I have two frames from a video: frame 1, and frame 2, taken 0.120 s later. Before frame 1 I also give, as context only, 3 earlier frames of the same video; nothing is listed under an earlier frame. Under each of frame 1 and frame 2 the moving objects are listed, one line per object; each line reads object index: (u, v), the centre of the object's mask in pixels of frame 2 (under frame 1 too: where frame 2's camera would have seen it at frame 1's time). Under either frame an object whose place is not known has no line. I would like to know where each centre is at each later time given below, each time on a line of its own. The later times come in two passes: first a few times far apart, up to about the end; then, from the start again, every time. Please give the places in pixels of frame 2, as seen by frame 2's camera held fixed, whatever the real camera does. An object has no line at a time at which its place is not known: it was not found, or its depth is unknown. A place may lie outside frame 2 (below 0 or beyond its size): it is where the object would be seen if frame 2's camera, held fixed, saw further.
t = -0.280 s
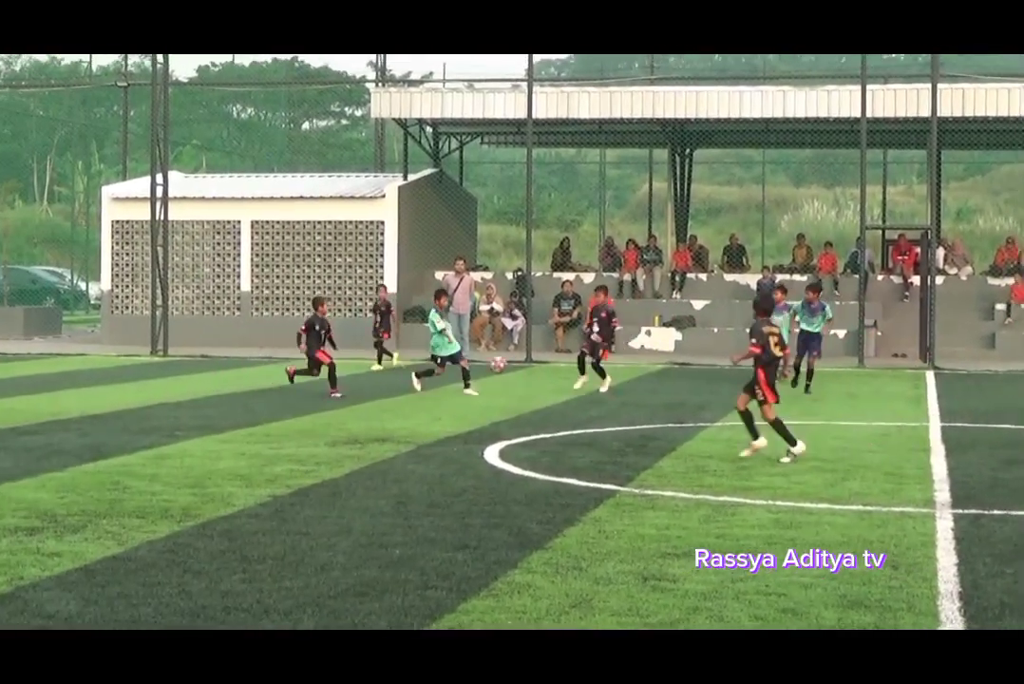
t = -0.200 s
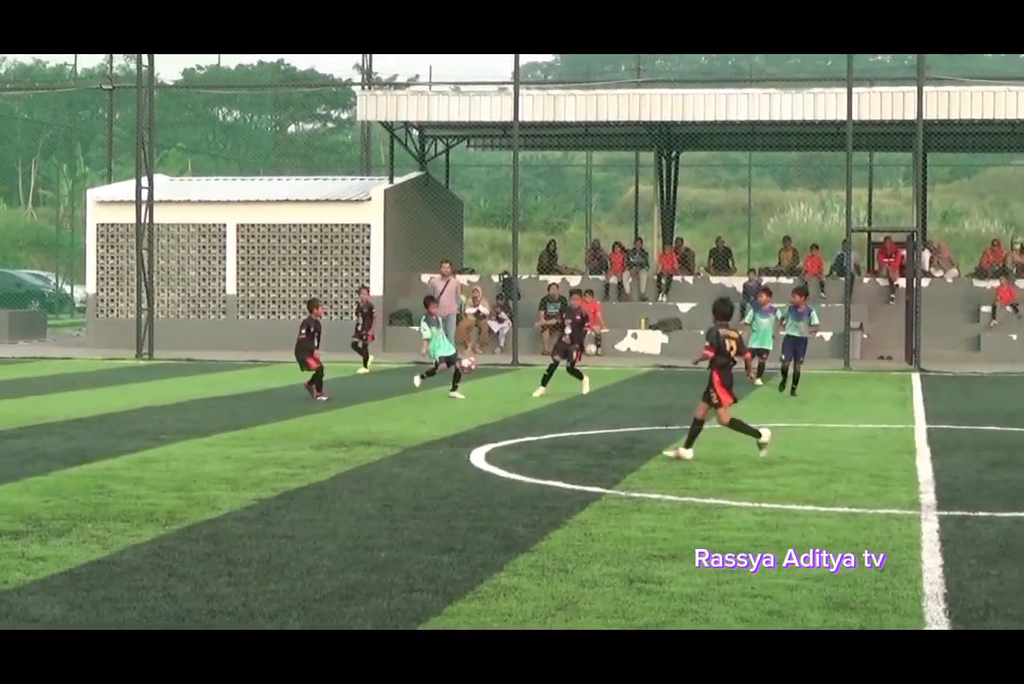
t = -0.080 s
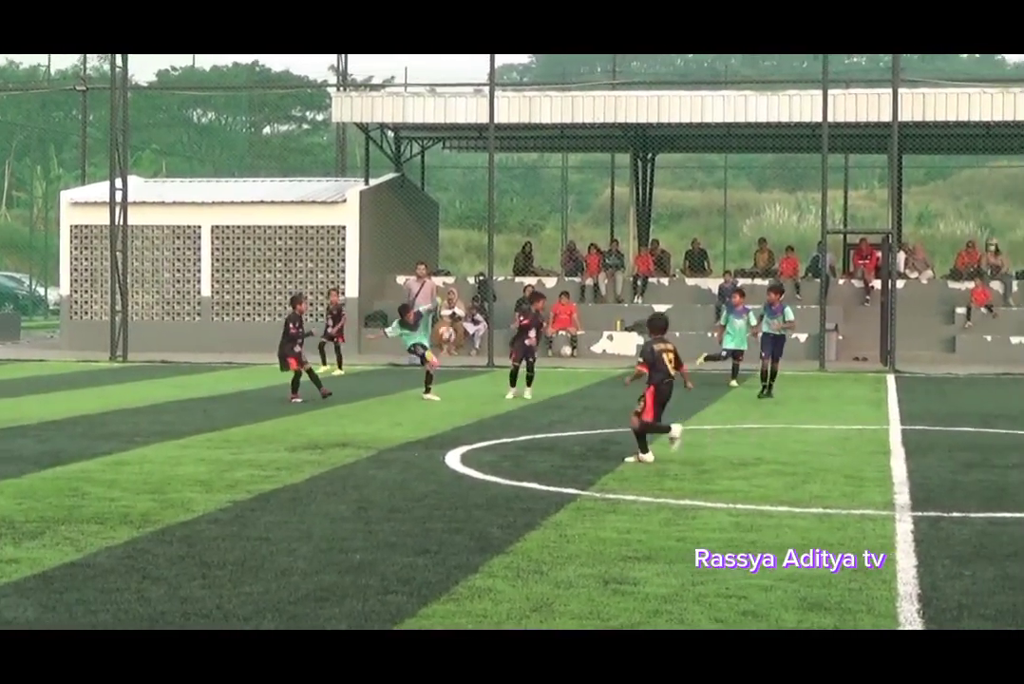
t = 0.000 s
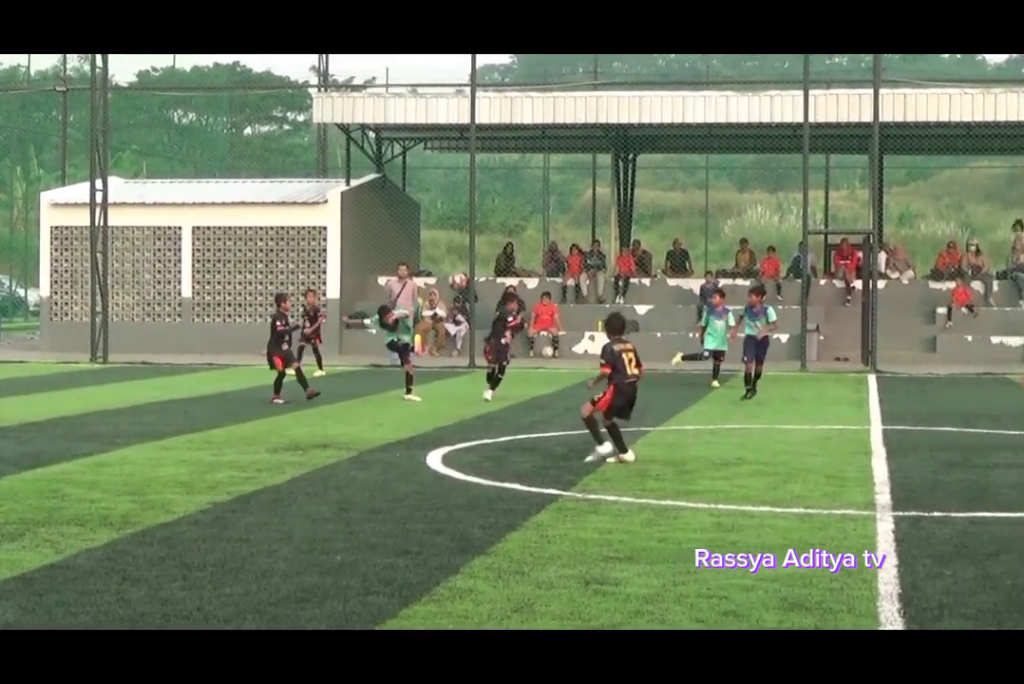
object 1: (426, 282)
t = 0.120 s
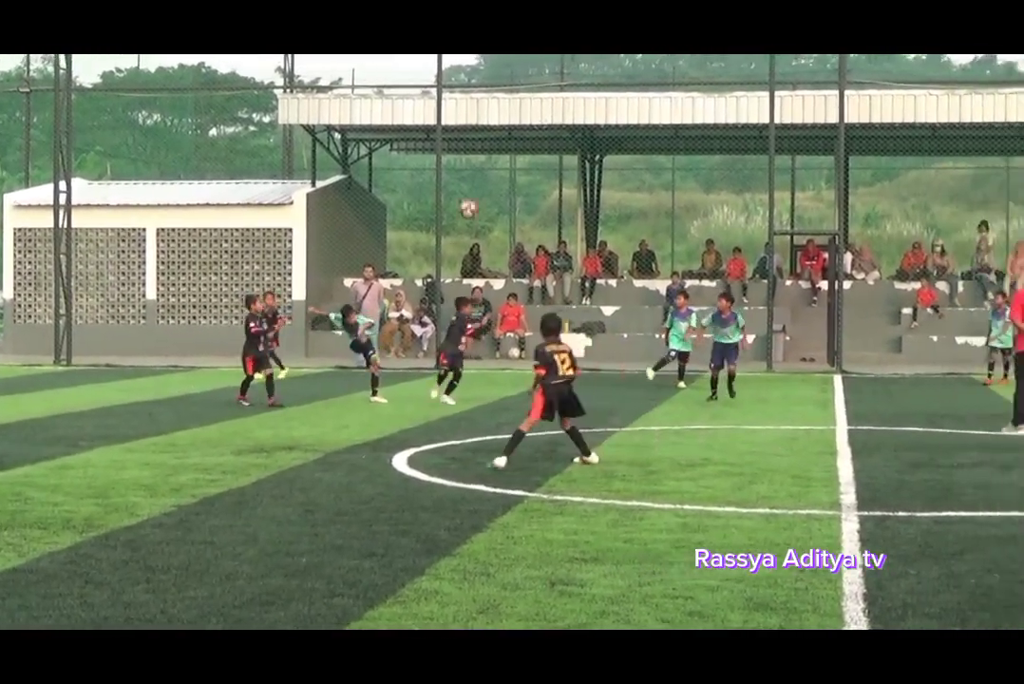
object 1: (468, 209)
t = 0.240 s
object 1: (513, 147)
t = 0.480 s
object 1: (604, 60)
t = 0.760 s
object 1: (717, 20)
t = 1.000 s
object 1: (821, 45)
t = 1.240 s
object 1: (926, 129)
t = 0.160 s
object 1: (483, 187)
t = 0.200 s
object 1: (498, 167)
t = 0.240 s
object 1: (513, 147)
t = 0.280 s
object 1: (527, 130)
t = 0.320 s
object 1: (542, 115)
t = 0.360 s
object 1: (558, 98)
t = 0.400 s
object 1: (573, 84)
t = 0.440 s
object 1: (589, 71)
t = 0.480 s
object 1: (604, 60)
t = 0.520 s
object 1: (619, 51)
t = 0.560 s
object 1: (635, 42)
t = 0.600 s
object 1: (651, 34)
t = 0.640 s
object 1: (668, 28)
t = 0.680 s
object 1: (684, 24)
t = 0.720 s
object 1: (700, 20)
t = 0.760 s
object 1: (717, 20)
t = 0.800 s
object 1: (733, 21)
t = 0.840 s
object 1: (751, 23)
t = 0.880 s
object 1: (768, 25)
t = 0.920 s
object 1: (786, 30)
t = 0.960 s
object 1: (803, 37)
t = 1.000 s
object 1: (821, 45)
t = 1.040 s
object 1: (837, 55)
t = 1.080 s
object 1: (856, 67)
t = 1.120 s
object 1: (873, 79)
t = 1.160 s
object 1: (891, 94)
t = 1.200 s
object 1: (908, 113)
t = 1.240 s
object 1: (926, 129)
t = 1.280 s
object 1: (944, 150)
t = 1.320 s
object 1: (963, 172)
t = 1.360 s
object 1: (980, 195)
